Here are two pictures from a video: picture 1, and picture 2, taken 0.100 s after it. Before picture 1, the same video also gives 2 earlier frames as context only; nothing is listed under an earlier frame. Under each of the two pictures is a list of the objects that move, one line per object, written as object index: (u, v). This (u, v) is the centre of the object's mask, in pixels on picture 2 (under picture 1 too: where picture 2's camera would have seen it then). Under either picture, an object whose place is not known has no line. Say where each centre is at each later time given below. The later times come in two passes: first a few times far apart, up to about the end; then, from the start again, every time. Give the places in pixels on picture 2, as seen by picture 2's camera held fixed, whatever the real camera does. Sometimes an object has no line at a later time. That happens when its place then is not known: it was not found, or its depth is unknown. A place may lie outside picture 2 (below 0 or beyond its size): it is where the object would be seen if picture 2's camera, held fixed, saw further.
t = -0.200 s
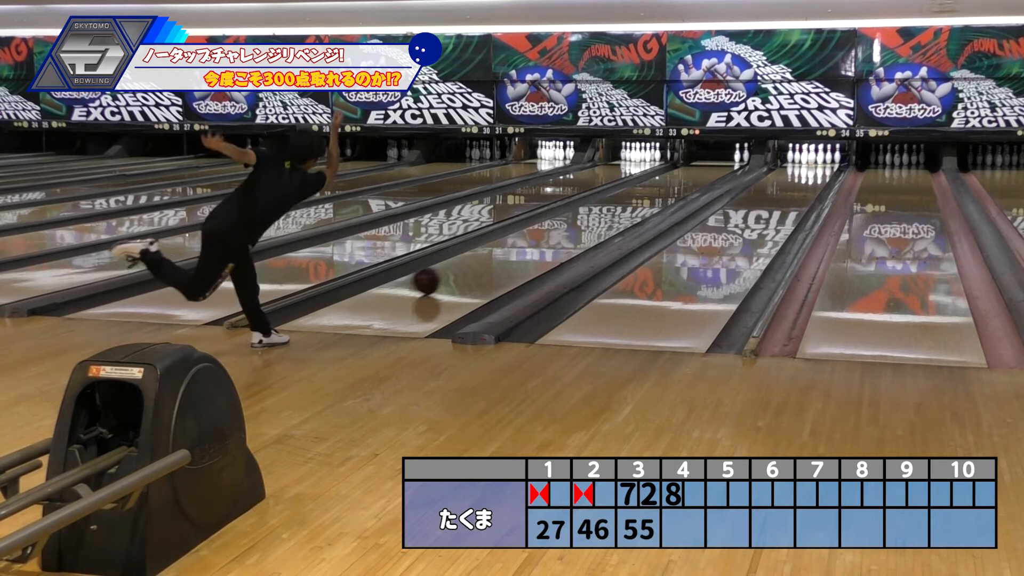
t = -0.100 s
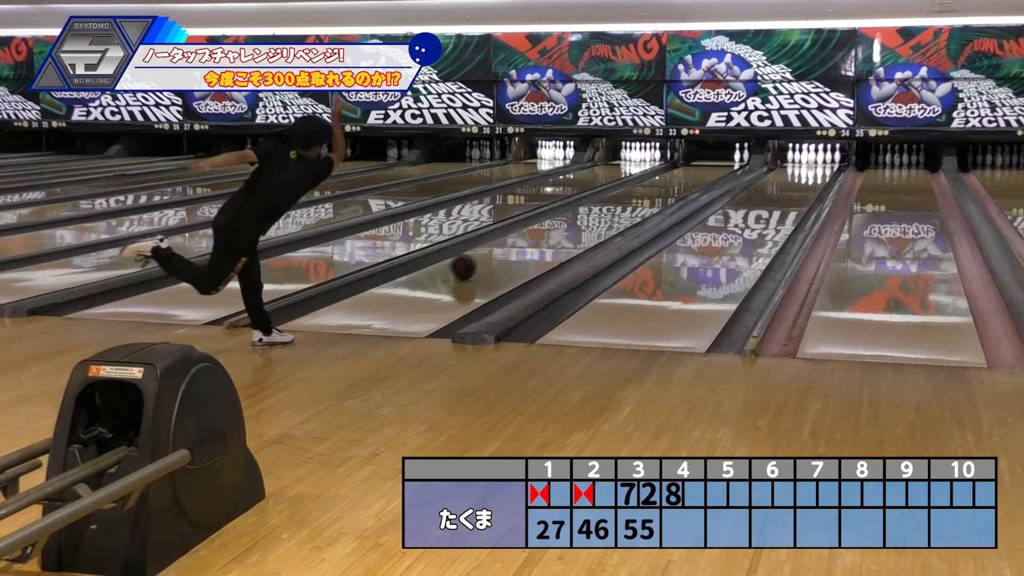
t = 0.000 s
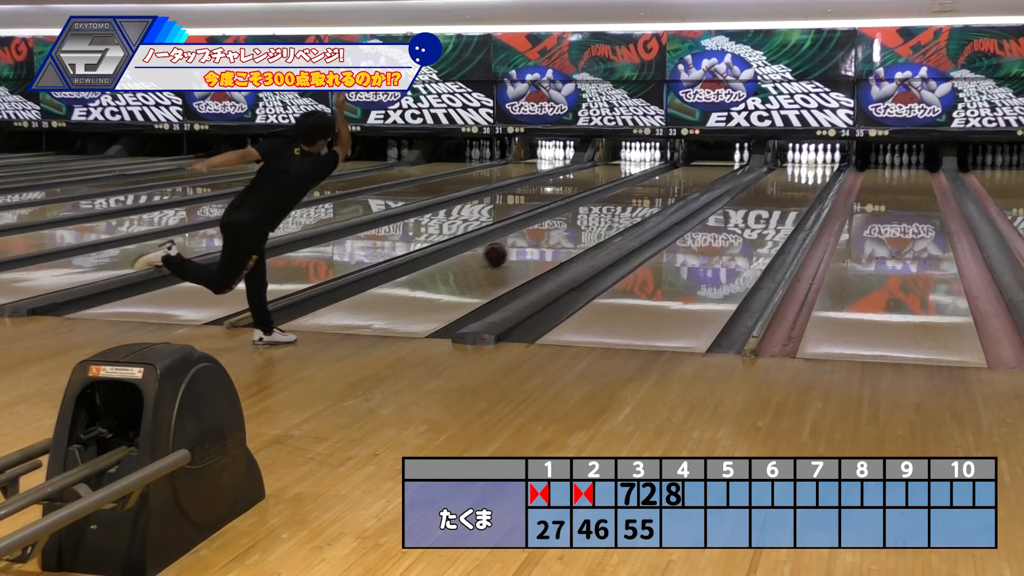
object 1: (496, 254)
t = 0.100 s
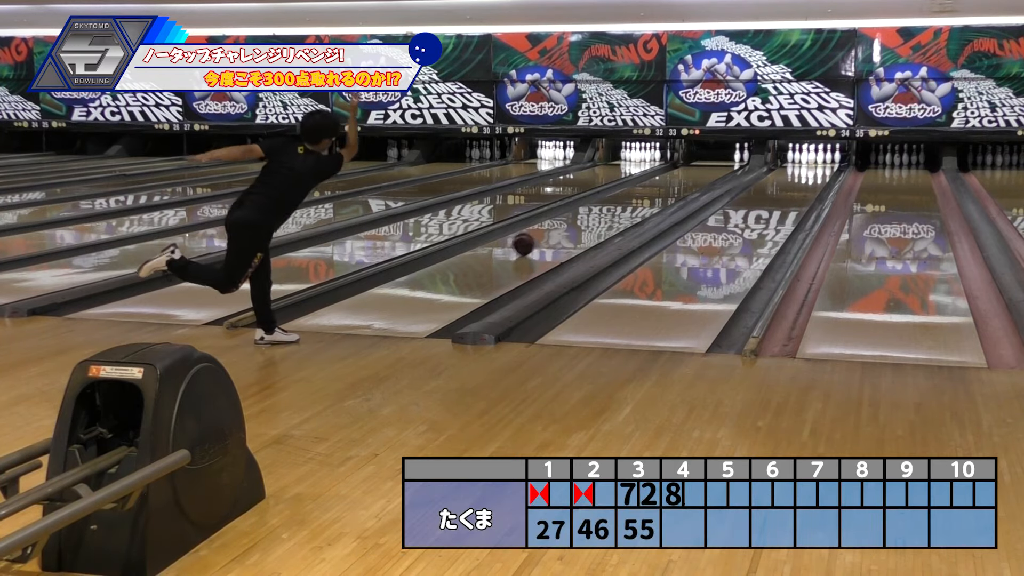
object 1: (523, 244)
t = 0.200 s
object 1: (548, 235)
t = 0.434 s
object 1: (595, 216)
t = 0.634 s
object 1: (628, 205)
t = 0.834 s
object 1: (654, 194)
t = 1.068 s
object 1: (678, 184)
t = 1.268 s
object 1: (696, 177)
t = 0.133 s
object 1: (532, 240)
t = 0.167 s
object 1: (540, 237)
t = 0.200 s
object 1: (548, 235)
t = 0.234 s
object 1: (556, 232)
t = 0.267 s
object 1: (563, 229)
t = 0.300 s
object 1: (570, 226)
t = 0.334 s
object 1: (576, 224)
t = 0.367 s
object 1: (583, 221)
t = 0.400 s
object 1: (589, 219)
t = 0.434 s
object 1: (595, 216)
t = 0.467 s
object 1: (601, 214)
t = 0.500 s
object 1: (607, 212)
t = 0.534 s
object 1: (612, 210)
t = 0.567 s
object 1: (617, 208)
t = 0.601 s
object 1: (623, 206)
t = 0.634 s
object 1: (628, 205)
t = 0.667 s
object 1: (632, 203)
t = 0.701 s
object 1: (636, 201)
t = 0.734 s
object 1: (641, 199)
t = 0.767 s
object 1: (645, 197)
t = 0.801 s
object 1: (649, 195)
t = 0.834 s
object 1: (654, 194)
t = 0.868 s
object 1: (657, 192)
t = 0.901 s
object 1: (661, 191)
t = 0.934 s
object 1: (665, 190)
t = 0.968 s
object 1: (668, 188)
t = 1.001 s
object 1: (672, 187)
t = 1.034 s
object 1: (675, 186)
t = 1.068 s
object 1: (678, 184)
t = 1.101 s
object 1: (682, 183)
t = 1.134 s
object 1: (685, 182)
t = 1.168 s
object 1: (688, 180)
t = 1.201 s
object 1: (690, 179)
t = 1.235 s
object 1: (693, 178)
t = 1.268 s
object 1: (696, 177)
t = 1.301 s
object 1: (699, 176)
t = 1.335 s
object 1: (701, 175)
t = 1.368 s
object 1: (704, 174)
